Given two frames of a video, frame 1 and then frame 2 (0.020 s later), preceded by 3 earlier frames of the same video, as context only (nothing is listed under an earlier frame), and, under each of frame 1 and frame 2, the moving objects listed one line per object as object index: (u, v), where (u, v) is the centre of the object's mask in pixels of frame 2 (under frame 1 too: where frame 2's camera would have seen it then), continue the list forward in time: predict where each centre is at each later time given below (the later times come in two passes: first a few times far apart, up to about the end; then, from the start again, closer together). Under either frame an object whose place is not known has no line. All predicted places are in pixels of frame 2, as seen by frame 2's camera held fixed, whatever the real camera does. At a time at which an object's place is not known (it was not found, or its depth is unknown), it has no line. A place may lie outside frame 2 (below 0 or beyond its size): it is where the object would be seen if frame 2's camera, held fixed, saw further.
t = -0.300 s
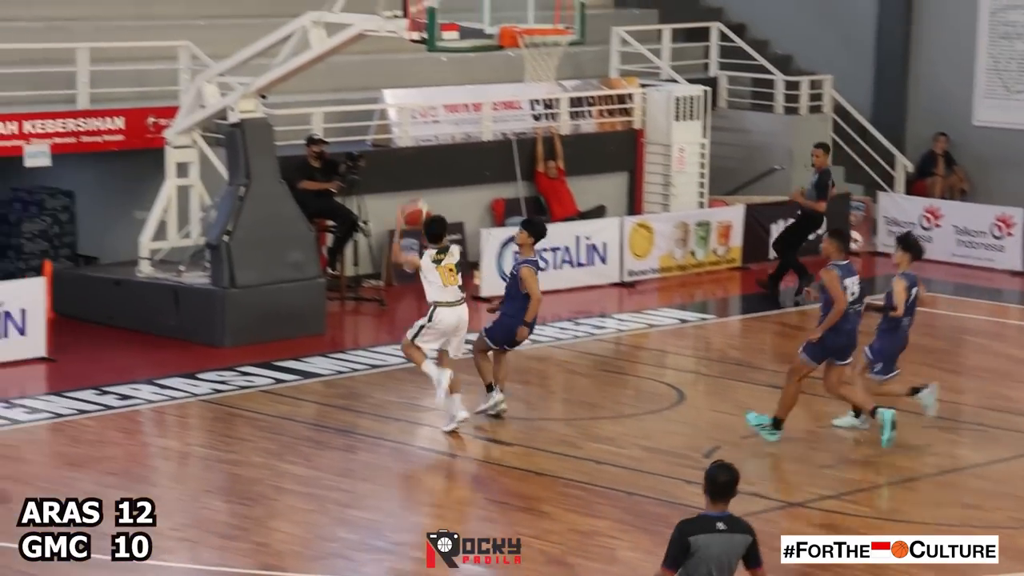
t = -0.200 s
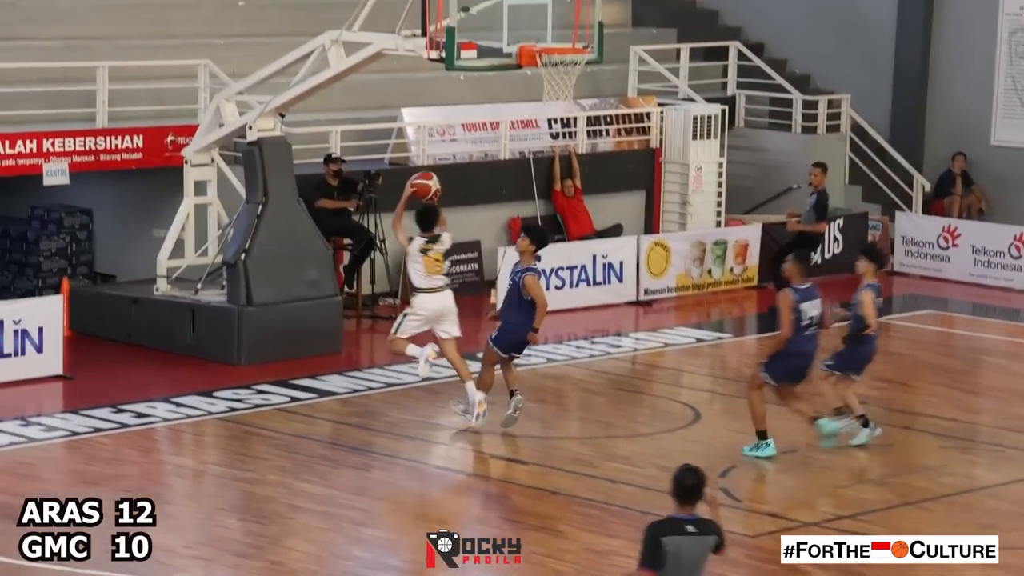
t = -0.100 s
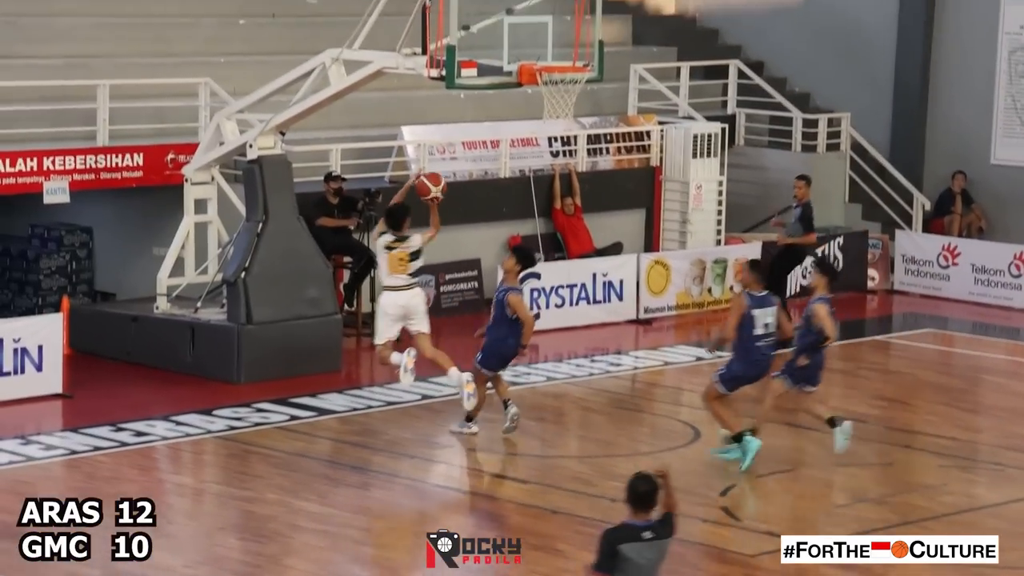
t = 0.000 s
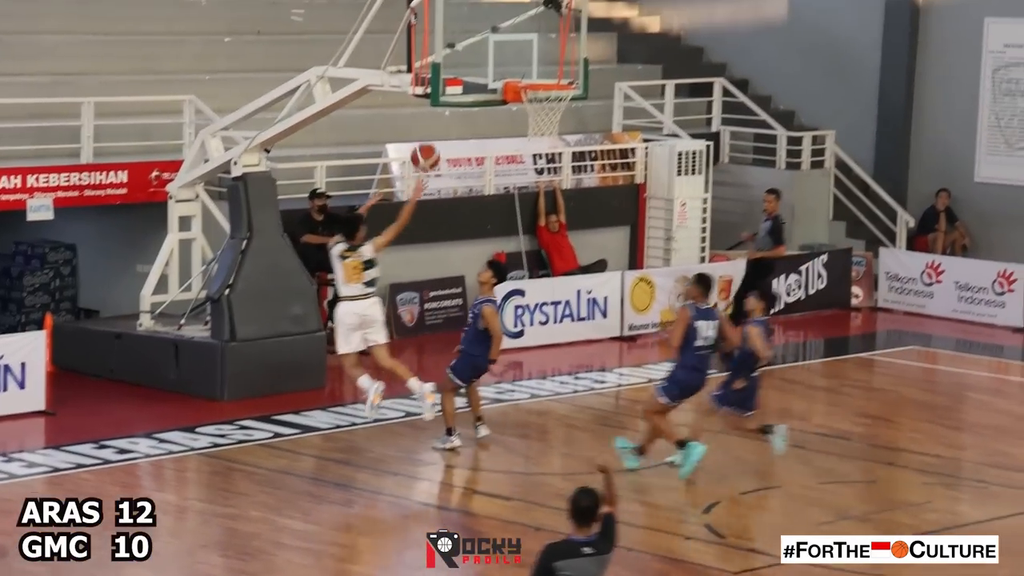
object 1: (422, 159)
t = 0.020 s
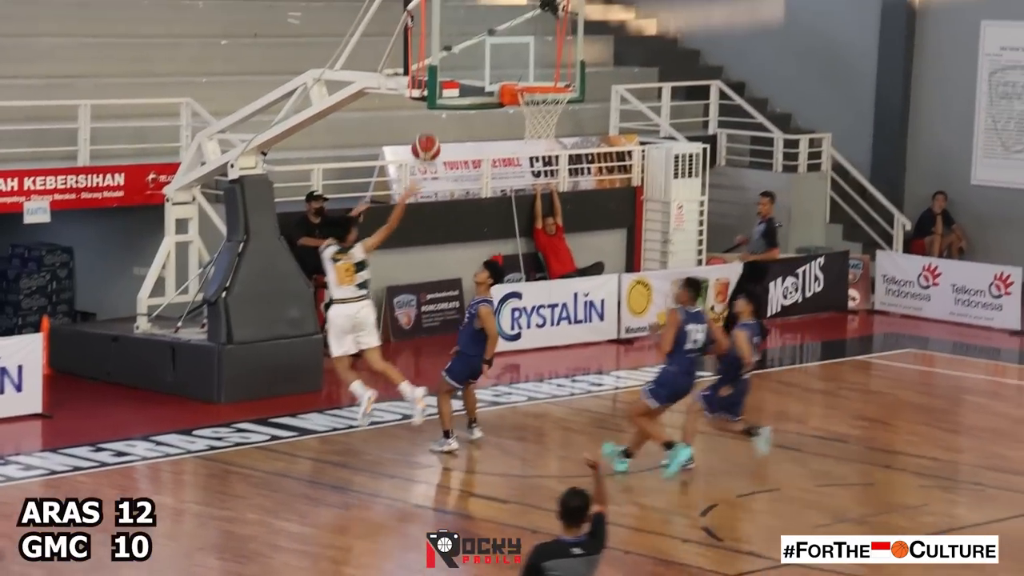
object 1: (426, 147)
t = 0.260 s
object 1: (467, 55)
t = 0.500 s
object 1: (516, 49)
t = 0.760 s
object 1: (566, 111)
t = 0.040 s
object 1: (429, 137)
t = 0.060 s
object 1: (433, 127)
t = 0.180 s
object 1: (454, 78)
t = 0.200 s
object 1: (456, 71)
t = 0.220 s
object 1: (460, 65)
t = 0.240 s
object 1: (464, 60)
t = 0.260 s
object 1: (467, 55)
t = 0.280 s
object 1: (470, 50)
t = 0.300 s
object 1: (473, 46)
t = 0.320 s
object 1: (477, 43)
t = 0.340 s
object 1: (482, 42)
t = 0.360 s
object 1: (486, 41)
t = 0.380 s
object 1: (490, 40)
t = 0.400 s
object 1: (495, 40)
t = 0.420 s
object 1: (499, 41)
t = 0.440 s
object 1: (504, 43)
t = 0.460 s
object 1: (507, 43)
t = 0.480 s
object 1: (512, 45)
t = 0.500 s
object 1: (516, 49)
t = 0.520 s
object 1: (520, 51)
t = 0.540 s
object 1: (525, 54)
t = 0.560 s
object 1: (529, 57)
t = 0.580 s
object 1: (533, 61)
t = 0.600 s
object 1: (537, 66)
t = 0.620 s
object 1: (543, 71)
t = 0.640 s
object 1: (547, 76)
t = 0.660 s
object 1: (551, 80)
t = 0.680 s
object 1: (556, 88)
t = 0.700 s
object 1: (561, 98)
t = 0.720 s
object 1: (564, 104)
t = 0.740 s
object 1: (566, 108)
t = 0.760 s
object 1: (566, 111)
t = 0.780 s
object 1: (567, 112)
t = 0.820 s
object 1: (563, 121)
